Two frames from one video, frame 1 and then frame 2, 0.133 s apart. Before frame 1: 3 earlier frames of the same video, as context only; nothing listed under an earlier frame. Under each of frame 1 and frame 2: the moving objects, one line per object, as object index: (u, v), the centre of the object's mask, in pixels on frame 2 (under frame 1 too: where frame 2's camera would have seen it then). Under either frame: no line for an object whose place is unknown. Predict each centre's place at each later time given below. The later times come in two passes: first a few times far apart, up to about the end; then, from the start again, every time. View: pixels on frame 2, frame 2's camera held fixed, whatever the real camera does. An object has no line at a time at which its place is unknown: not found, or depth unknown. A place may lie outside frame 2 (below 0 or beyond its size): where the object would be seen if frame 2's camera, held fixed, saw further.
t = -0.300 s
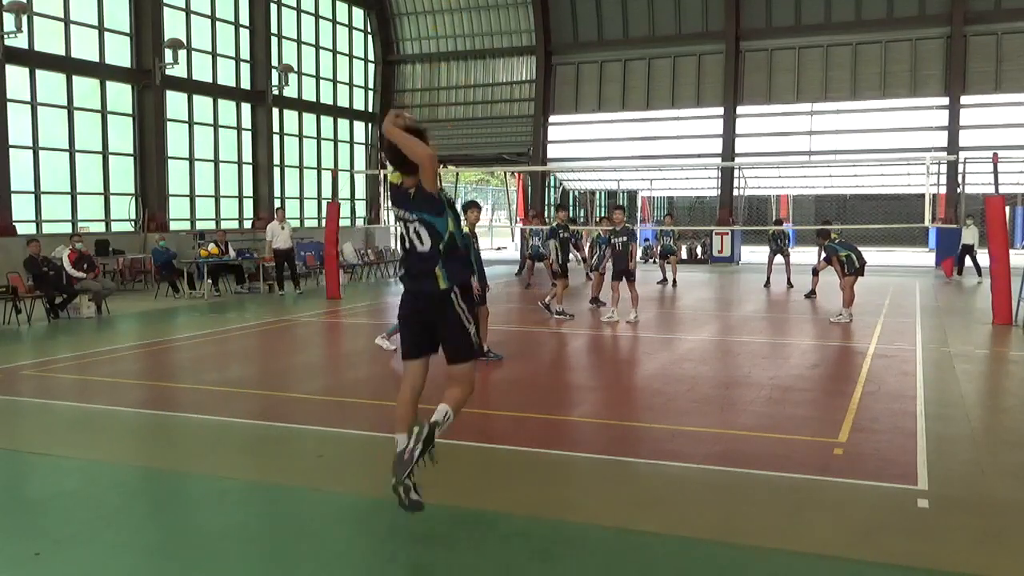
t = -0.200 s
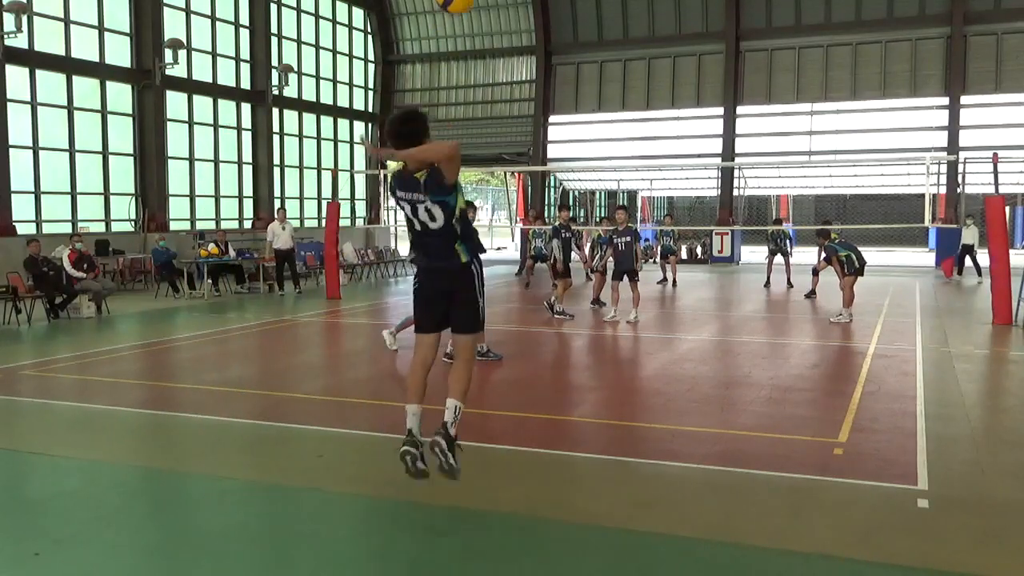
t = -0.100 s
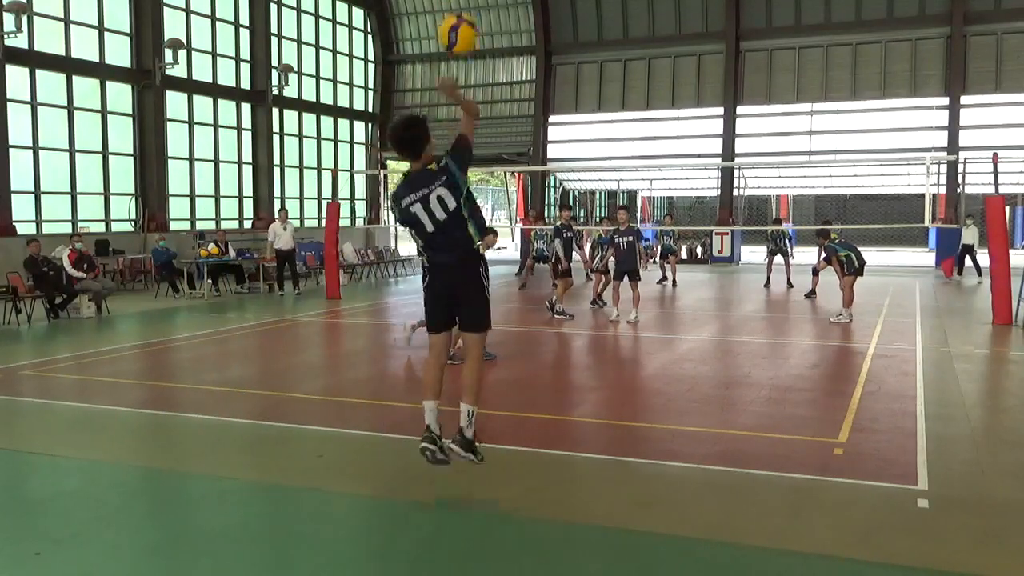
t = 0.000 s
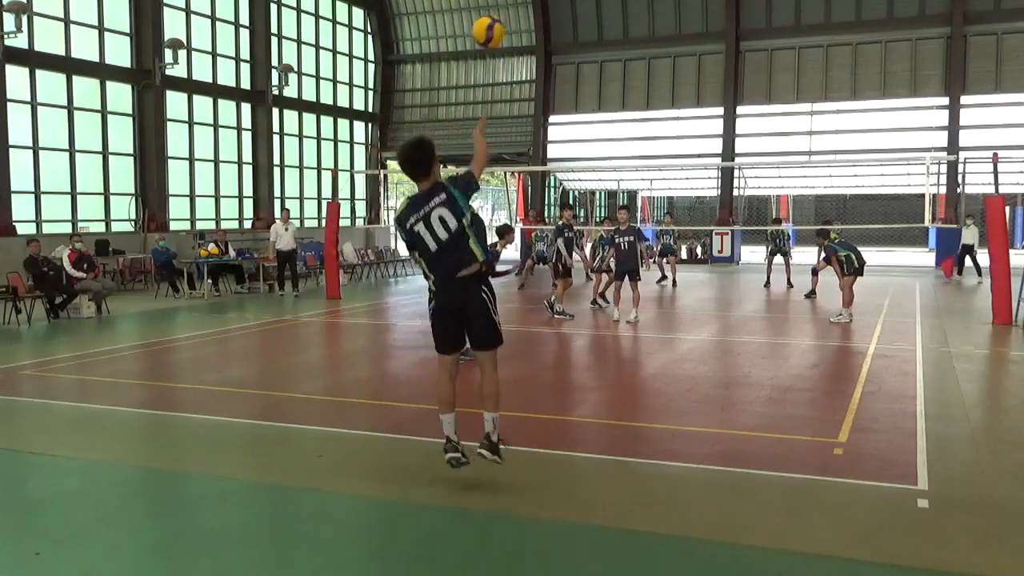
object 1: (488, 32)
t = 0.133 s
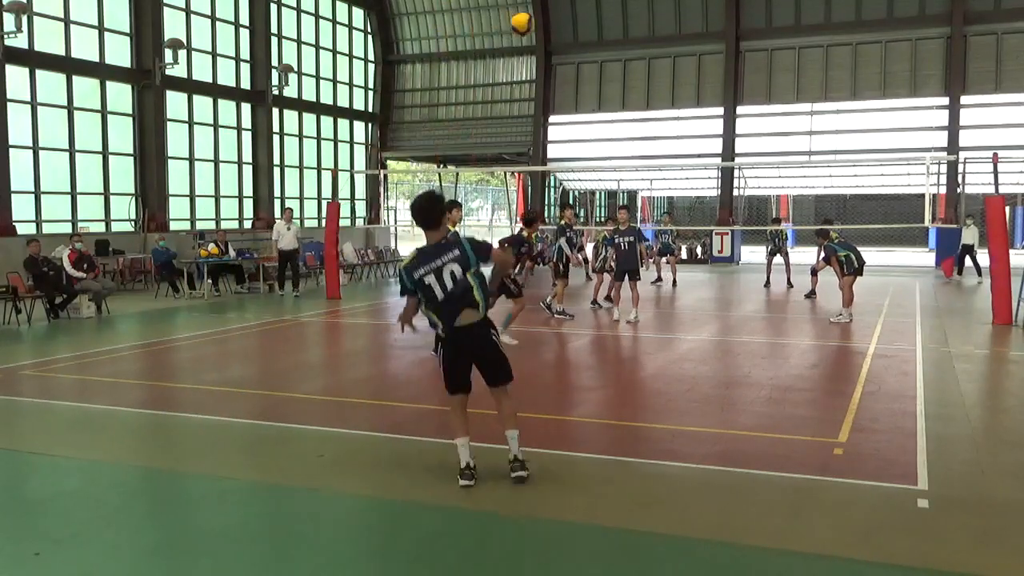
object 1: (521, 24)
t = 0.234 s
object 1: (540, 29)
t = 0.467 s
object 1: (565, 66)
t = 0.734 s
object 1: (590, 127)
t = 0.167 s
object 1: (529, 24)
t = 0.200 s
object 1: (535, 26)
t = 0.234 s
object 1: (540, 29)
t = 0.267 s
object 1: (544, 32)
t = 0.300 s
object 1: (548, 37)
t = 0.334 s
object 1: (552, 42)
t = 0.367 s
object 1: (555, 48)
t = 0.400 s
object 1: (559, 54)
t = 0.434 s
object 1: (563, 59)
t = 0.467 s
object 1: (565, 66)
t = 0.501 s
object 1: (569, 73)
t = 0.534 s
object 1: (572, 81)
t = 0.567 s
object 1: (575, 88)
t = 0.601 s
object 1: (578, 95)
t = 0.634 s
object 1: (582, 103)
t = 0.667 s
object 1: (584, 109)
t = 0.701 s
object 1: (588, 119)
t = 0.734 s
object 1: (590, 127)
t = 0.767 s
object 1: (593, 135)
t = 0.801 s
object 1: (595, 143)
